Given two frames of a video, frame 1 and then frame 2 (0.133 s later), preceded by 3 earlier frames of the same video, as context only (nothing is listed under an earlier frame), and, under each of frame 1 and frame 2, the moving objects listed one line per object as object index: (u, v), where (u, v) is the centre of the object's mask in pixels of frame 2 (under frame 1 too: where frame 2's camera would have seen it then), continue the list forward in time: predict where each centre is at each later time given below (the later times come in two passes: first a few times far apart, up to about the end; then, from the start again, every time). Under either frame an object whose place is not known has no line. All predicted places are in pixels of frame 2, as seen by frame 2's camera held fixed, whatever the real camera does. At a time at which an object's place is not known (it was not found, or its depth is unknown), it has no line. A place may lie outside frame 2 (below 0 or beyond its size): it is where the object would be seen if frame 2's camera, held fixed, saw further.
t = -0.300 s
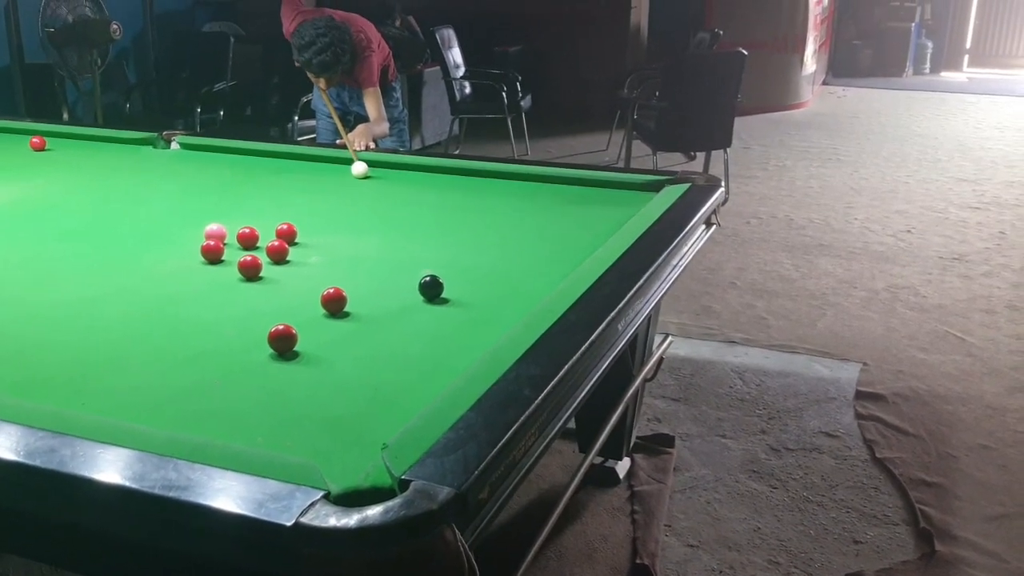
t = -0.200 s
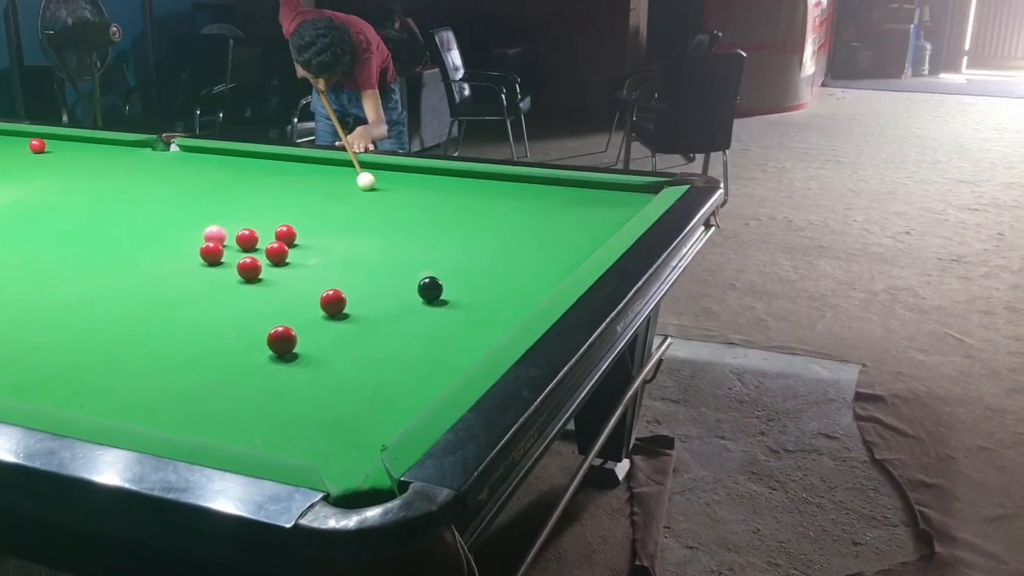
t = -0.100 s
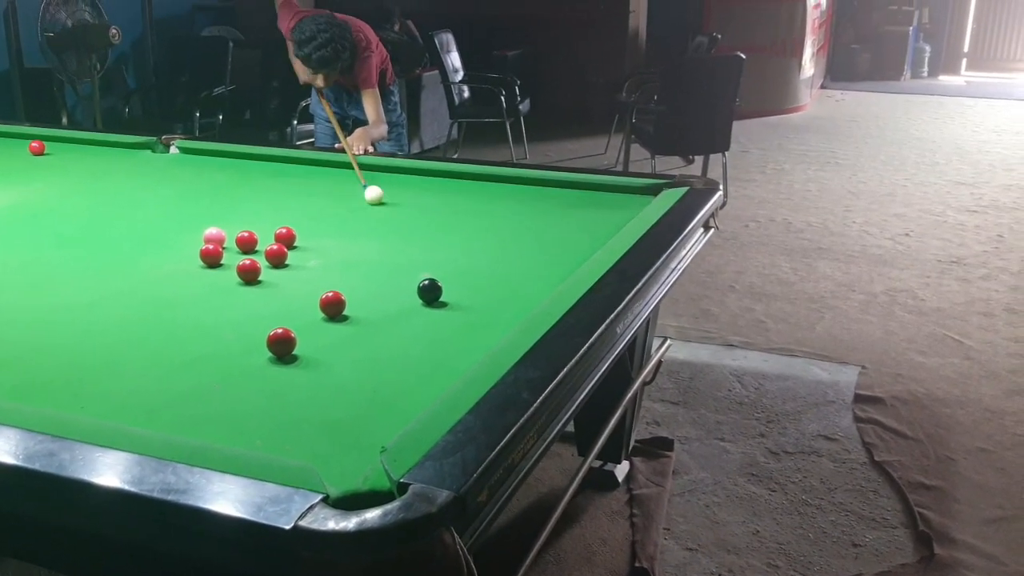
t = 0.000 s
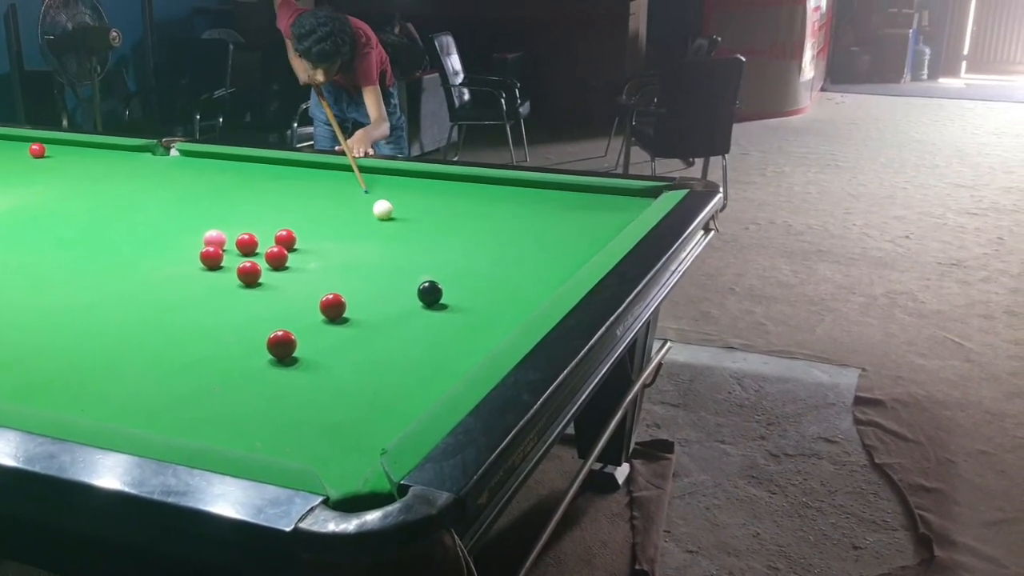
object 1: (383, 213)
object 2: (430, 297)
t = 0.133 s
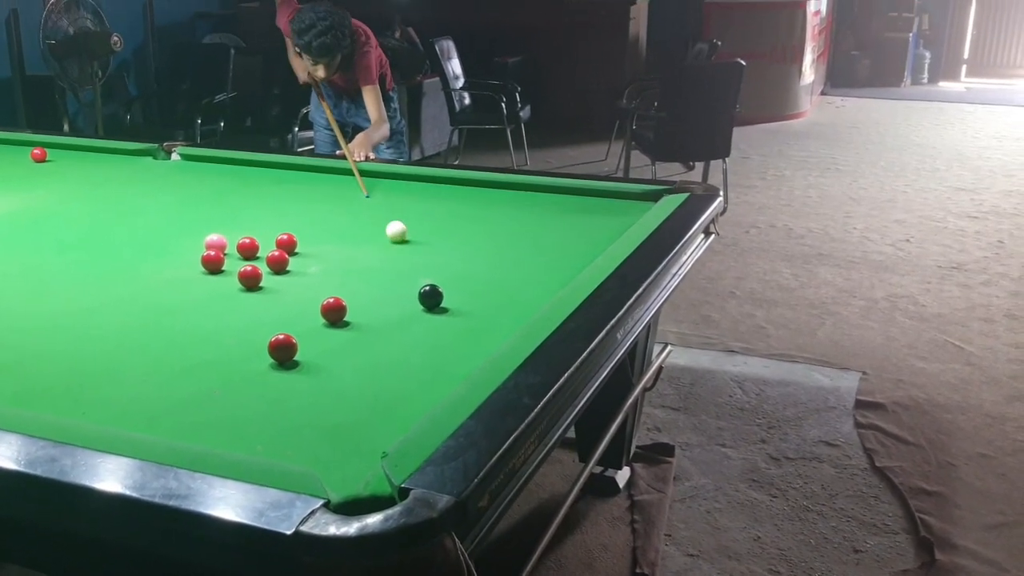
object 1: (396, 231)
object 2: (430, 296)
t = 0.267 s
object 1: (410, 252)
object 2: (430, 297)
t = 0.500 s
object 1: (444, 289)
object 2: (426, 303)
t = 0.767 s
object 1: (503, 306)
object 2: (401, 349)
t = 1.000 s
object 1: (504, 313)
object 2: (376, 392)
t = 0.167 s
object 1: (399, 236)
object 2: (430, 297)
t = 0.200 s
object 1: (403, 242)
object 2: (430, 297)
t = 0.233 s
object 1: (407, 247)
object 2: (430, 297)
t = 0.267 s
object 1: (410, 252)
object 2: (430, 297)
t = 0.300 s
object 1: (414, 258)
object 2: (430, 297)
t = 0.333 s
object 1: (418, 263)
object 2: (430, 297)
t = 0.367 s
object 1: (422, 269)
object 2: (430, 296)
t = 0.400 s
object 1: (426, 274)
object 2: (430, 297)
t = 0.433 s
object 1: (431, 278)
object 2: (430, 297)
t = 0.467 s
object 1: (438, 283)
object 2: (430, 297)
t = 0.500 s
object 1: (444, 289)
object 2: (426, 303)
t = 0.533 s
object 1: (451, 291)
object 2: (423, 310)
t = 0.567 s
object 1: (458, 292)
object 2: (419, 316)
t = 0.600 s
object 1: (465, 294)
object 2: (416, 322)
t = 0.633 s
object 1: (472, 297)
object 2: (413, 327)
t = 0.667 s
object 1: (480, 299)
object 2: (410, 333)
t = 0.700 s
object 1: (487, 301)
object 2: (407, 338)
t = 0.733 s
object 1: (495, 303)
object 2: (404, 343)
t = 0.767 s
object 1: (503, 306)
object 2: (401, 349)
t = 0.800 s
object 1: (510, 308)
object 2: (398, 354)
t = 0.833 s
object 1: (517, 310)
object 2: (394, 361)
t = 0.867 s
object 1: (524, 311)
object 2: (391, 366)
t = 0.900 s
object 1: (523, 312)
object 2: (387, 373)
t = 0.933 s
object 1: (517, 313)
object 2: (383, 379)
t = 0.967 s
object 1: (511, 313)
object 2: (380, 386)
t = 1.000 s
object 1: (504, 313)
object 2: (376, 392)
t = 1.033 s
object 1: (497, 312)
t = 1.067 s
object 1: (490, 312)
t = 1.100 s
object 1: (484, 312)
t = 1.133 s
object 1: (477, 312)
